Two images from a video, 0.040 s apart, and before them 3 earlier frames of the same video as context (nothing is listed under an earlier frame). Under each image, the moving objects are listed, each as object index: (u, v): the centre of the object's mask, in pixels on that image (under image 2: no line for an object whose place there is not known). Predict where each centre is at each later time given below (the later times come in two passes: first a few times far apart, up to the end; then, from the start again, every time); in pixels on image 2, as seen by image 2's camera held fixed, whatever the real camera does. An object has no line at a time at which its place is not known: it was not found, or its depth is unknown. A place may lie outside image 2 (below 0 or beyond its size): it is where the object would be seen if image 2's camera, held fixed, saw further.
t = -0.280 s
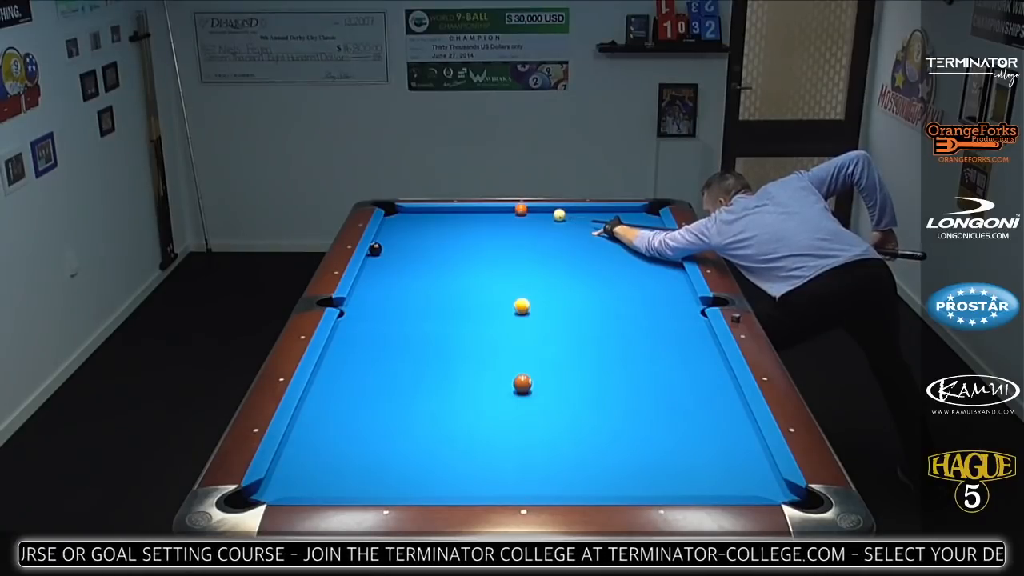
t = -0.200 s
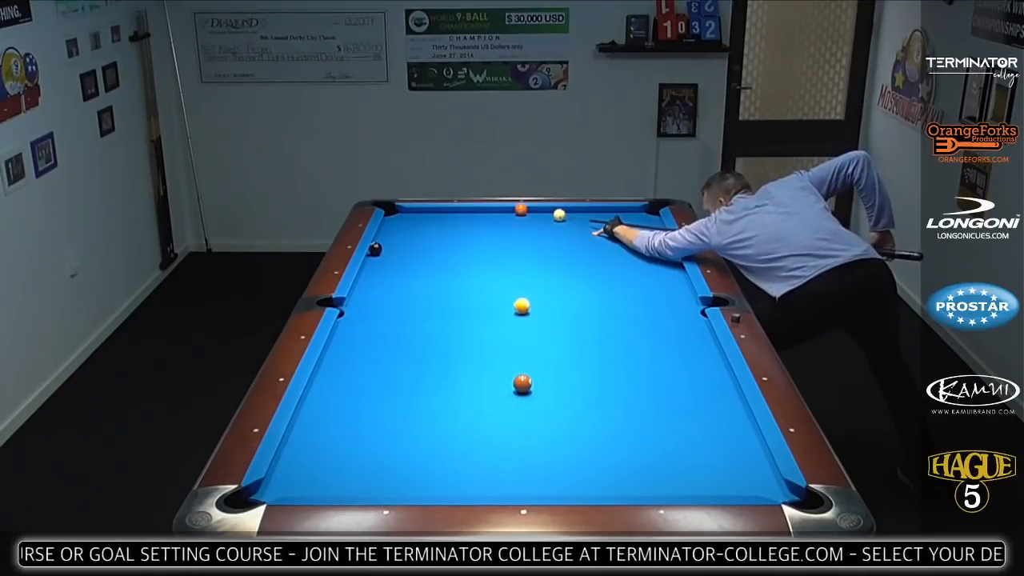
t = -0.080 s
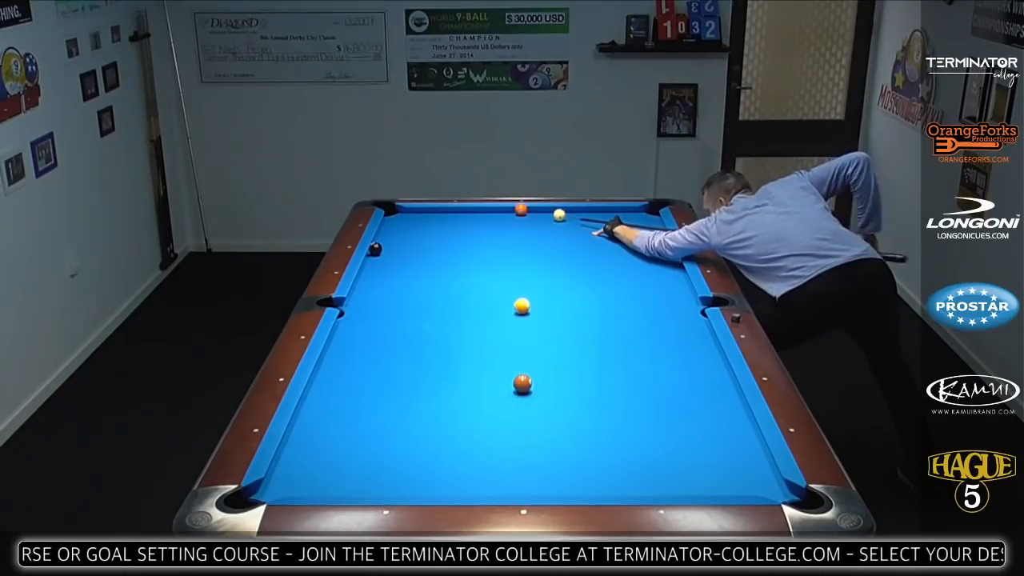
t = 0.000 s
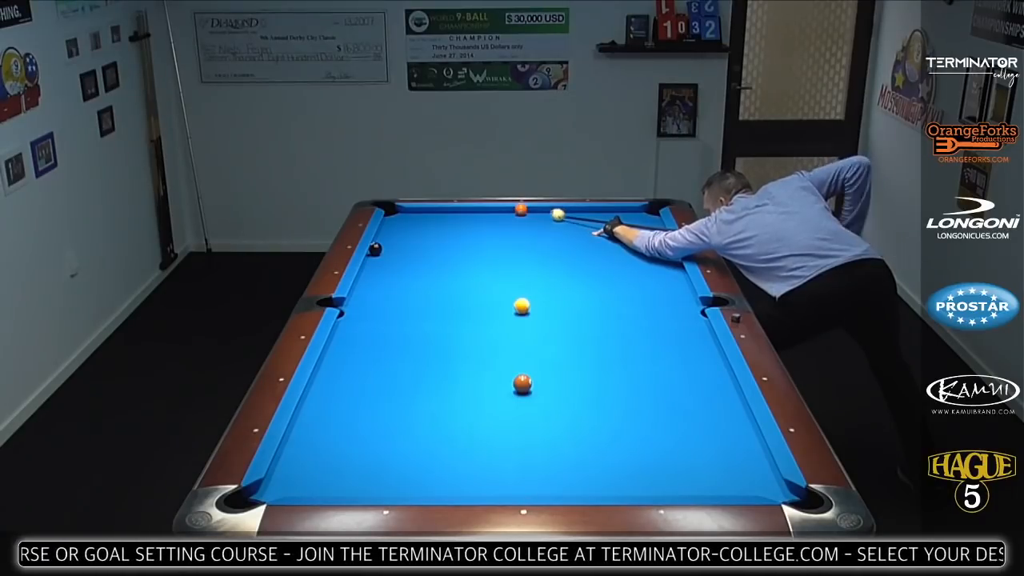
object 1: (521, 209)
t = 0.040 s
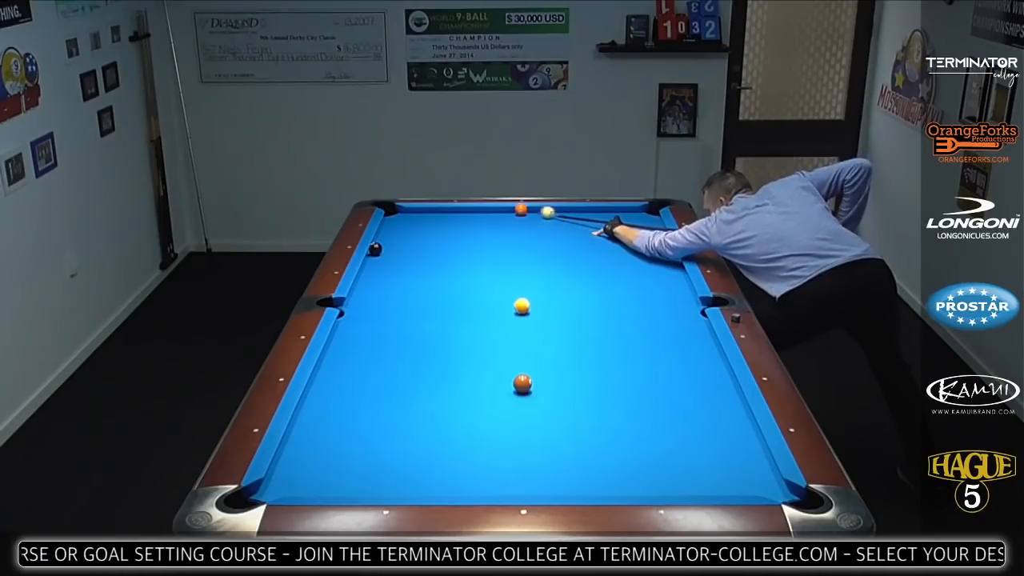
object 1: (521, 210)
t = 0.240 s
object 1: (498, 210)
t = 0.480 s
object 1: (466, 211)
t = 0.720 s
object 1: (434, 211)
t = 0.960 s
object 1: (404, 212)
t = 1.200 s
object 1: (395, 211)
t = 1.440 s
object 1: (395, 210)
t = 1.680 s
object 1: (391, 210)
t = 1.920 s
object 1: (389, 211)
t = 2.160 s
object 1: (390, 211)
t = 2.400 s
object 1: (390, 211)
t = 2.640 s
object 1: (390, 211)
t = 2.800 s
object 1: (390, 211)
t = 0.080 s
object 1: (521, 209)
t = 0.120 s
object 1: (518, 210)
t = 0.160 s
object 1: (511, 210)
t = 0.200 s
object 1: (505, 210)
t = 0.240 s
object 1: (498, 210)
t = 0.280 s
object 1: (493, 210)
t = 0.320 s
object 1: (488, 210)
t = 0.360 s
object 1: (482, 210)
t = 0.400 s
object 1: (477, 210)
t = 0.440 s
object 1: (472, 210)
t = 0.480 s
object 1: (466, 211)
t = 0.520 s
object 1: (461, 211)
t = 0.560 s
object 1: (455, 211)
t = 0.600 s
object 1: (450, 211)
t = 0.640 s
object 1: (445, 211)
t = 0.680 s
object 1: (439, 211)
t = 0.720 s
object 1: (434, 211)
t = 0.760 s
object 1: (429, 211)
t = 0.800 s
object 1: (424, 211)
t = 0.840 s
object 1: (419, 211)
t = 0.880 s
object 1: (414, 212)
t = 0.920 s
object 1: (409, 212)
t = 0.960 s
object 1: (404, 212)
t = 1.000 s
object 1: (399, 212)
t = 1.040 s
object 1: (394, 212)
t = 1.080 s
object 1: (391, 212)
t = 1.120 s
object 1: (392, 211)
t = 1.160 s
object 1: (393, 211)
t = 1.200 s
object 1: (395, 211)
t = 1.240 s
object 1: (396, 210)
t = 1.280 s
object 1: (397, 210)
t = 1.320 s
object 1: (397, 209)
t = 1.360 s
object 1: (397, 210)
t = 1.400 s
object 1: (396, 210)
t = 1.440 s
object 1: (395, 210)
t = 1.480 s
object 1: (395, 210)
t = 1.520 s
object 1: (394, 210)
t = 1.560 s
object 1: (393, 210)
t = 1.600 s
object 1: (392, 210)
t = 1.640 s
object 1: (392, 210)
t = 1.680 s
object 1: (391, 210)
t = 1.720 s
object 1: (391, 210)
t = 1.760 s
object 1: (391, 211)
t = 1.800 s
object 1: (390, 211)
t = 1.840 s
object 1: (390, 211)
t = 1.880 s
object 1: (389, 211)
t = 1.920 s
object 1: (389, 211)
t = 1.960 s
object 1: (390, 211)
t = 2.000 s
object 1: (390, 211)
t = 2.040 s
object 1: (390, 211)
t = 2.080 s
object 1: (390, 211)
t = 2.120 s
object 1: (390, 211)
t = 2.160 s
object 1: (390, 211)
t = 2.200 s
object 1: (390, 211)
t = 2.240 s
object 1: (390, 211)
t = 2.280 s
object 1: (390, 211)
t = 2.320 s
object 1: (390, 211)
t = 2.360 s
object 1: (390, 211)
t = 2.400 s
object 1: (390, 211)
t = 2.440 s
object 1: (390, 211)
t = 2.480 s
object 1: (390, 211)
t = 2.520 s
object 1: (390, 211)
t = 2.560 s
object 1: (390, 211)
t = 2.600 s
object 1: (390, 211)
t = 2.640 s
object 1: (390, 211)
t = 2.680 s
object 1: (390, 211)
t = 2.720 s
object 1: (390, 211)
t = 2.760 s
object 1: (390, 211)
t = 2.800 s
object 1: (390, 211)
